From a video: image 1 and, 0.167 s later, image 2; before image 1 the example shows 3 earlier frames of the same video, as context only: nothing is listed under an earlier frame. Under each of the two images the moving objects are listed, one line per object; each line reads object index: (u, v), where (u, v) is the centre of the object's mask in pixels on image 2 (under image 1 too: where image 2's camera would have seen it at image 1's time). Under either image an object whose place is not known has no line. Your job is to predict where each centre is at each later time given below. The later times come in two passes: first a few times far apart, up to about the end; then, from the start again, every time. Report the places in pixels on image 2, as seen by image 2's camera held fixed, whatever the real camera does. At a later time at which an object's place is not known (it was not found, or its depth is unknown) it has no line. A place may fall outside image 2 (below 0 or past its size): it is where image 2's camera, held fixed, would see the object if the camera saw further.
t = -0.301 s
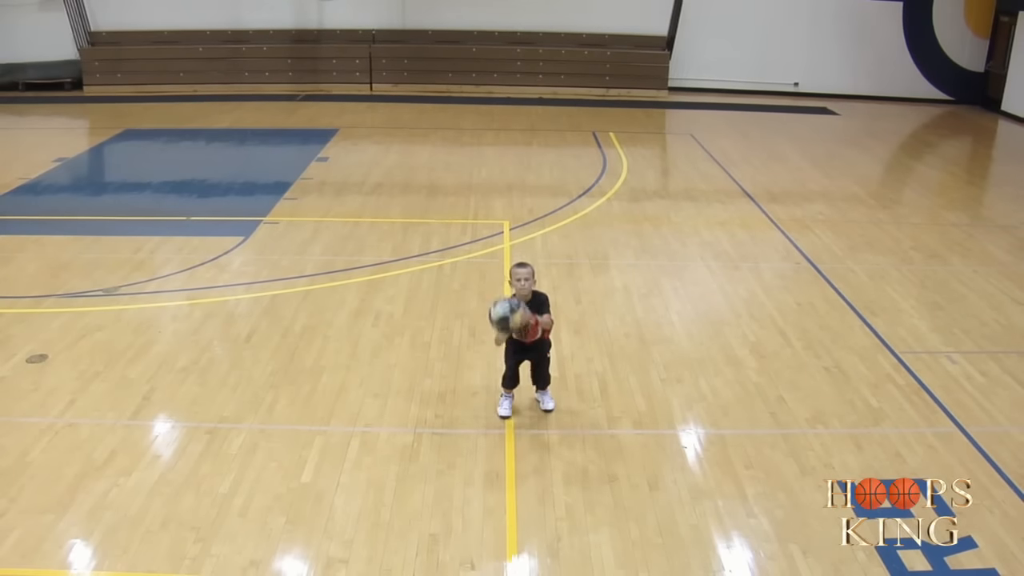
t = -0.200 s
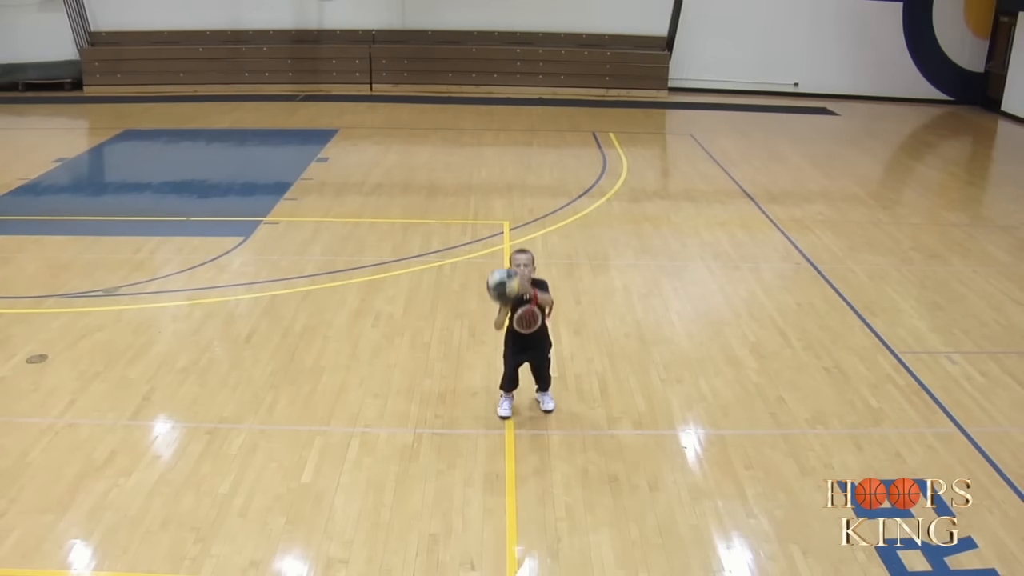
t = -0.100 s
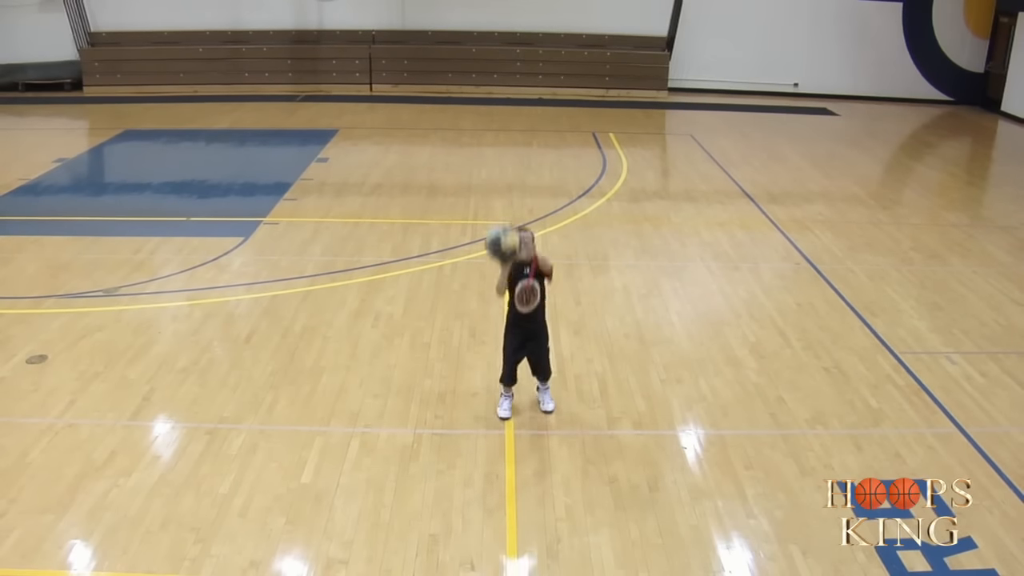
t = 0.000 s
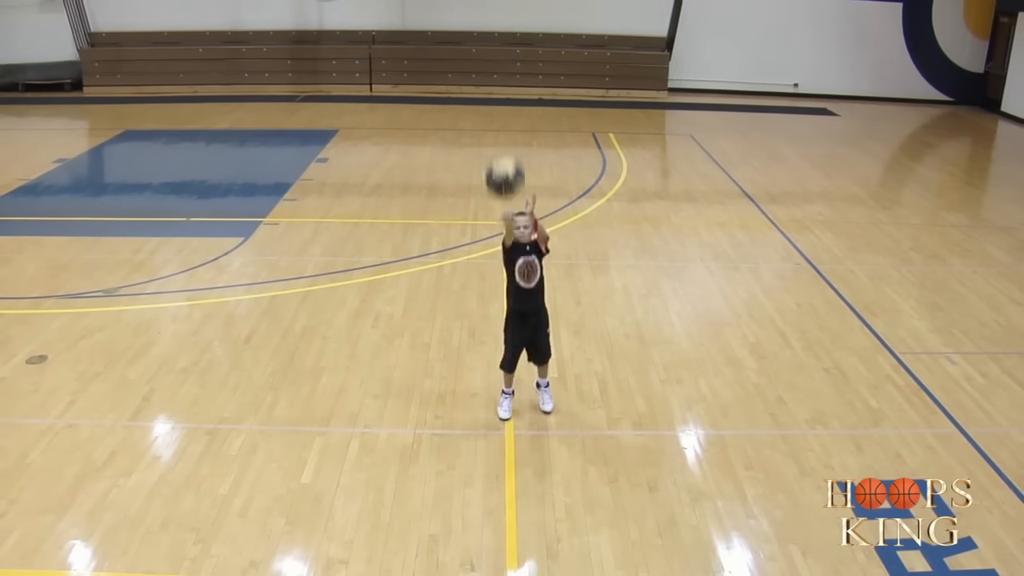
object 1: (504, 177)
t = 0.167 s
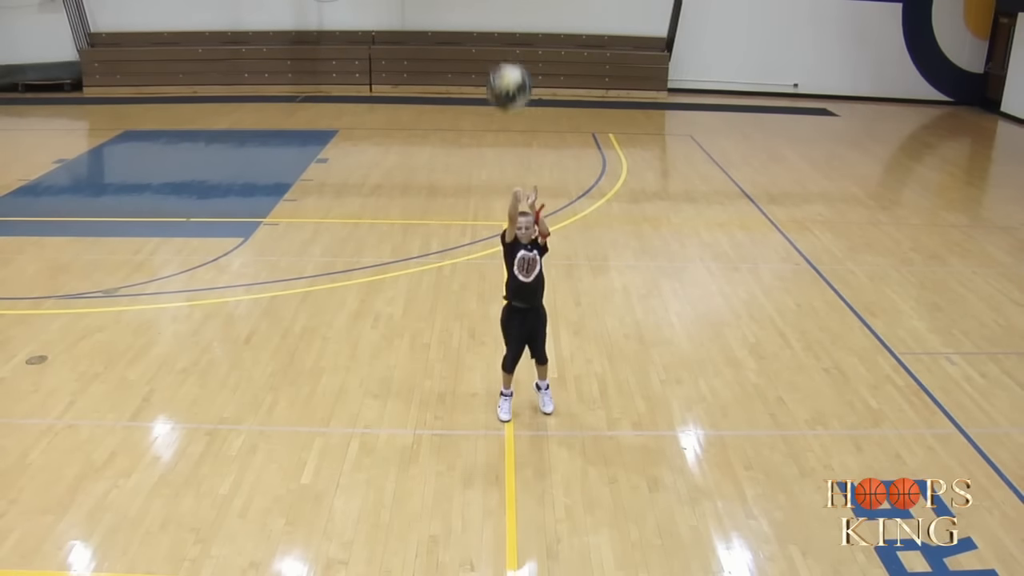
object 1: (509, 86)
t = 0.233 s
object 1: (511, 59)
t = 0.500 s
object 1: (518, 36)
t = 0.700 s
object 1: (520, 147)
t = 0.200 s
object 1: (509, 71)
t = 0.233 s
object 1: (511, 59)
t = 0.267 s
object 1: (512, 48)
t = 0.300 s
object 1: (513, 40)
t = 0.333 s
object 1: (513, 34)
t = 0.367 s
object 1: (514, 29)
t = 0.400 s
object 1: (515, 26)
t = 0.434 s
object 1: (516, 27)
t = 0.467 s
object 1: (517, 29)
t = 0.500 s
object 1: (518, 36)
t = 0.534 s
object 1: (518, 45)
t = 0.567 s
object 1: (519, 57)
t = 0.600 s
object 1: (520, 73)
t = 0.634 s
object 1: (520, 92)
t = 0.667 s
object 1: (520, 117)
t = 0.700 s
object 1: (520, 147)
